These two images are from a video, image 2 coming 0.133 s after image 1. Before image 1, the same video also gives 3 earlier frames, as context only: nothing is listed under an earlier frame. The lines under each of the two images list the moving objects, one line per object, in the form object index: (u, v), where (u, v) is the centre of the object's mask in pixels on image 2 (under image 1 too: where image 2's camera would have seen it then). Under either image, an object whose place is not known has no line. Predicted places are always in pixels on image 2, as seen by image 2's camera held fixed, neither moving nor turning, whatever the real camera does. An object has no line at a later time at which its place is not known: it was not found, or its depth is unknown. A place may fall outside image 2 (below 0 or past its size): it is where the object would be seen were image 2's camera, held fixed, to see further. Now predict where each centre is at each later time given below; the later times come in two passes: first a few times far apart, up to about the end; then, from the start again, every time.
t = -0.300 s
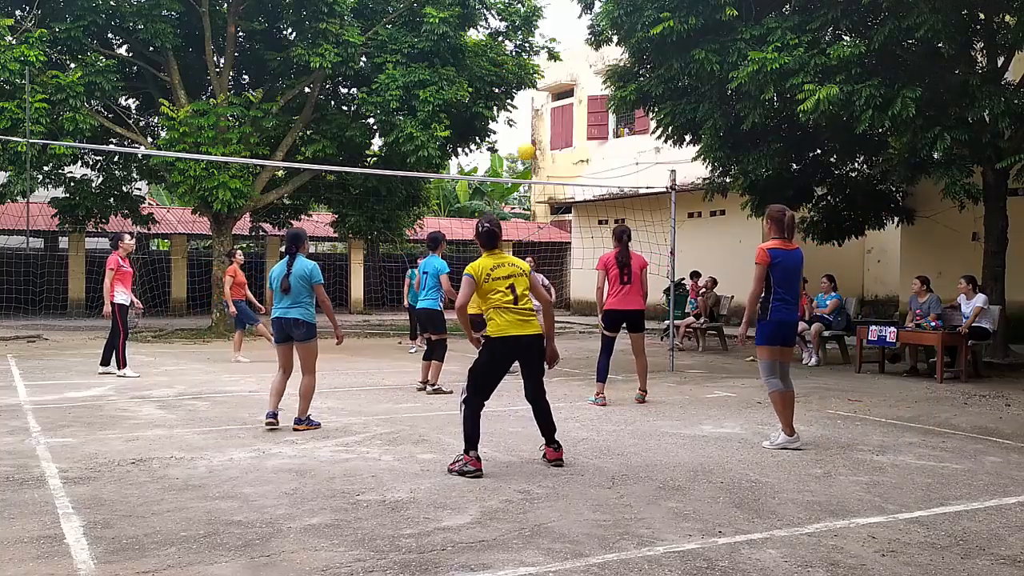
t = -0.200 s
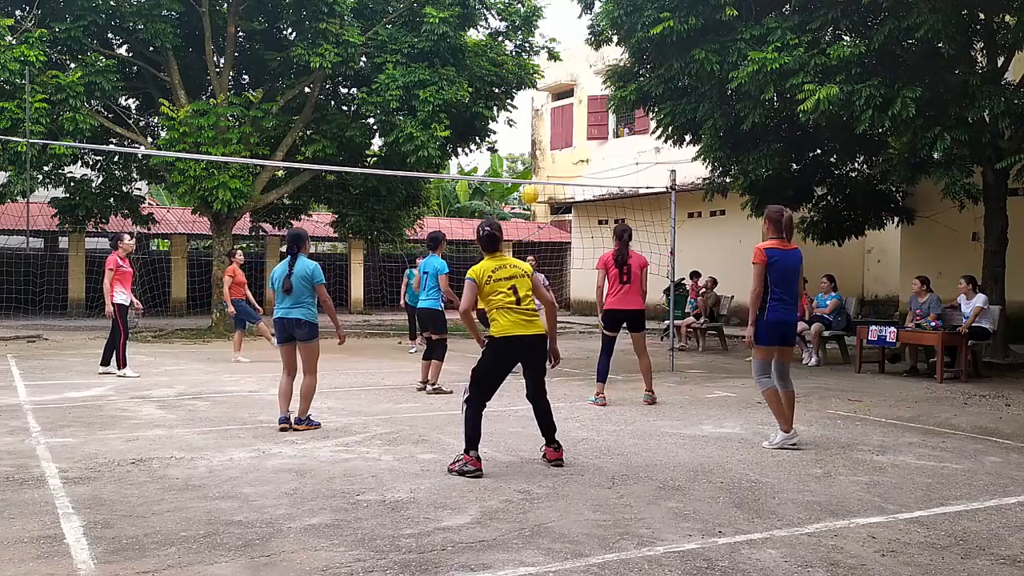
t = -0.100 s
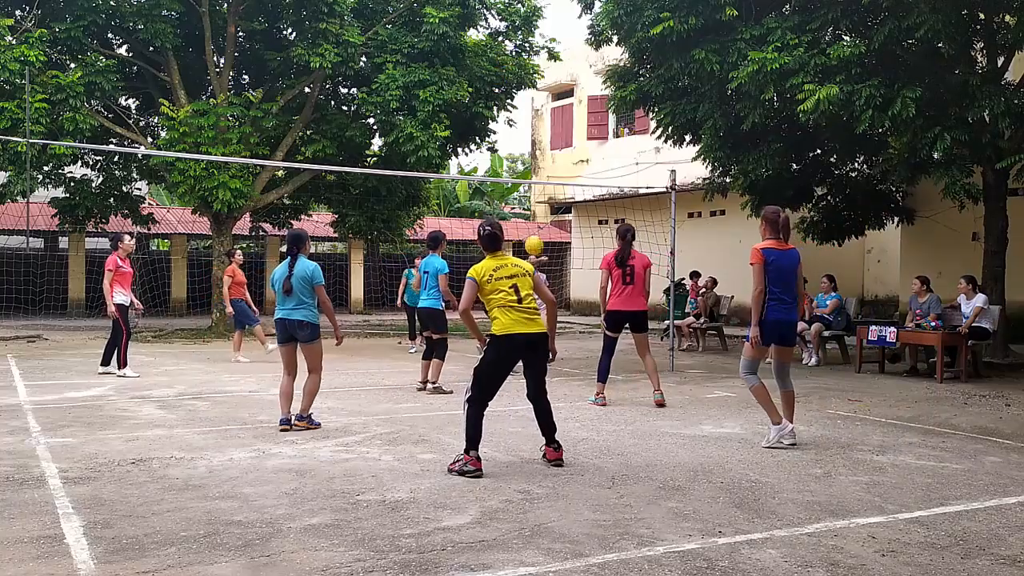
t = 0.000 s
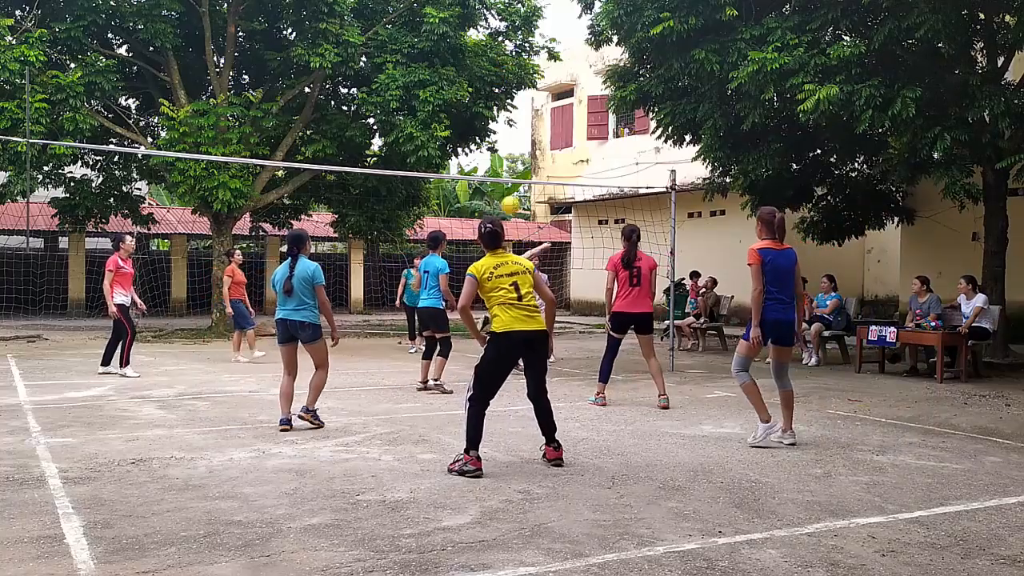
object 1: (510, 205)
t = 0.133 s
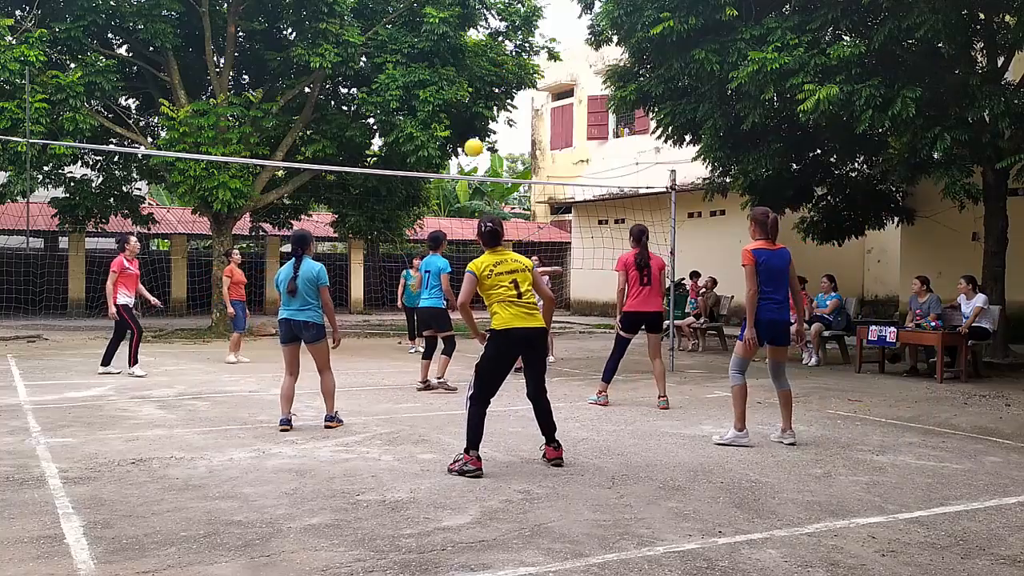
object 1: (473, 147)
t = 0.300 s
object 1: (429, 96)
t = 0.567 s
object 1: (358, 61)
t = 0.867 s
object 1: (277, 93)
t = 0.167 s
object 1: (465, 136)
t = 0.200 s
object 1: (456, 124)
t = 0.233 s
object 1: (447, 114)
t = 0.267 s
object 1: (438, 105)
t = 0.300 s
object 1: (429, 96)
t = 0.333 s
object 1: (421, 88)
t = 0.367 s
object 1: (412, 81)
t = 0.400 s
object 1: (403, 76)
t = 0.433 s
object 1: (394, 71)
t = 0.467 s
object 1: (385, 67)
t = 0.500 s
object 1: (376, 64)
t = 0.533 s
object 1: (367, 62)
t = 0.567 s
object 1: (358, 61)
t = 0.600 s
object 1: (349, 60)
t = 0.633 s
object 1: (340, 61)
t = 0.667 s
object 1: (331, 62)
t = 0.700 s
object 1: (322, 65)
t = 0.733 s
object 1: (313, 69)
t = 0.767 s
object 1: (304, 74)
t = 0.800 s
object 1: (295, 79)
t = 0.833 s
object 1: (286, 85)
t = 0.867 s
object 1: (277, 93)
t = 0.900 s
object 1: (268, 101)
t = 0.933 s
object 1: (259, 111)
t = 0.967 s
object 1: (250, 121)
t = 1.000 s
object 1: (241, 133)
